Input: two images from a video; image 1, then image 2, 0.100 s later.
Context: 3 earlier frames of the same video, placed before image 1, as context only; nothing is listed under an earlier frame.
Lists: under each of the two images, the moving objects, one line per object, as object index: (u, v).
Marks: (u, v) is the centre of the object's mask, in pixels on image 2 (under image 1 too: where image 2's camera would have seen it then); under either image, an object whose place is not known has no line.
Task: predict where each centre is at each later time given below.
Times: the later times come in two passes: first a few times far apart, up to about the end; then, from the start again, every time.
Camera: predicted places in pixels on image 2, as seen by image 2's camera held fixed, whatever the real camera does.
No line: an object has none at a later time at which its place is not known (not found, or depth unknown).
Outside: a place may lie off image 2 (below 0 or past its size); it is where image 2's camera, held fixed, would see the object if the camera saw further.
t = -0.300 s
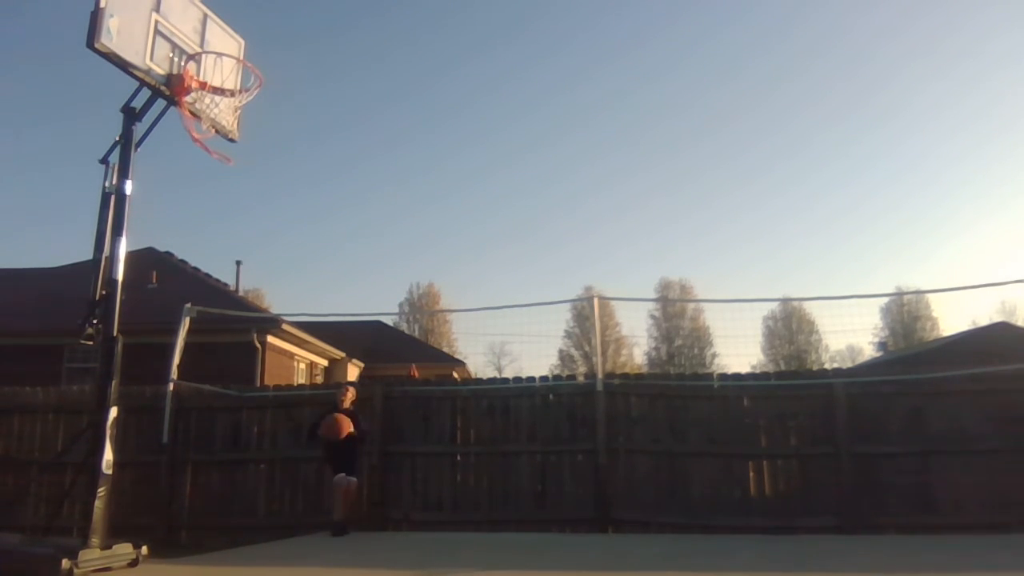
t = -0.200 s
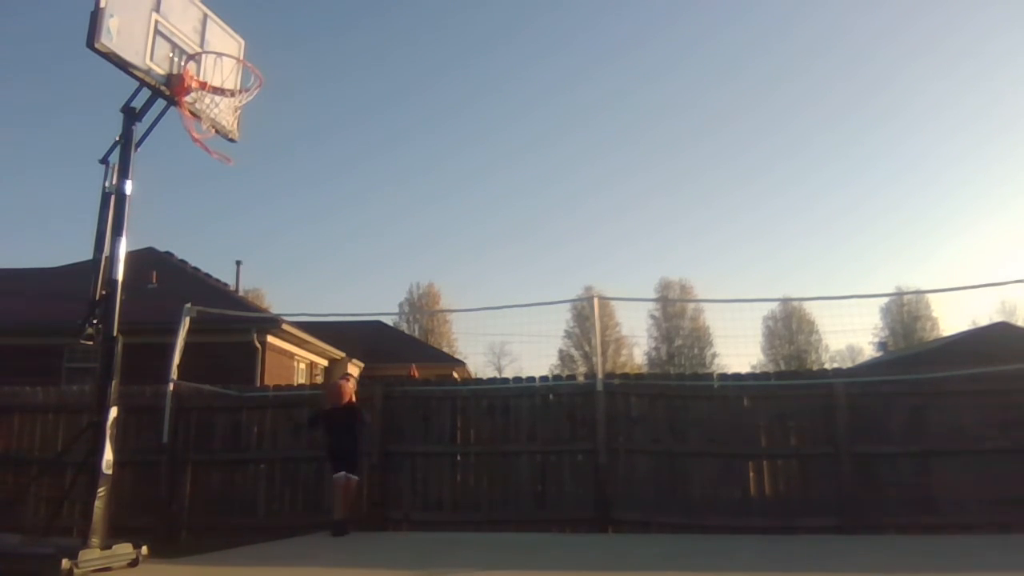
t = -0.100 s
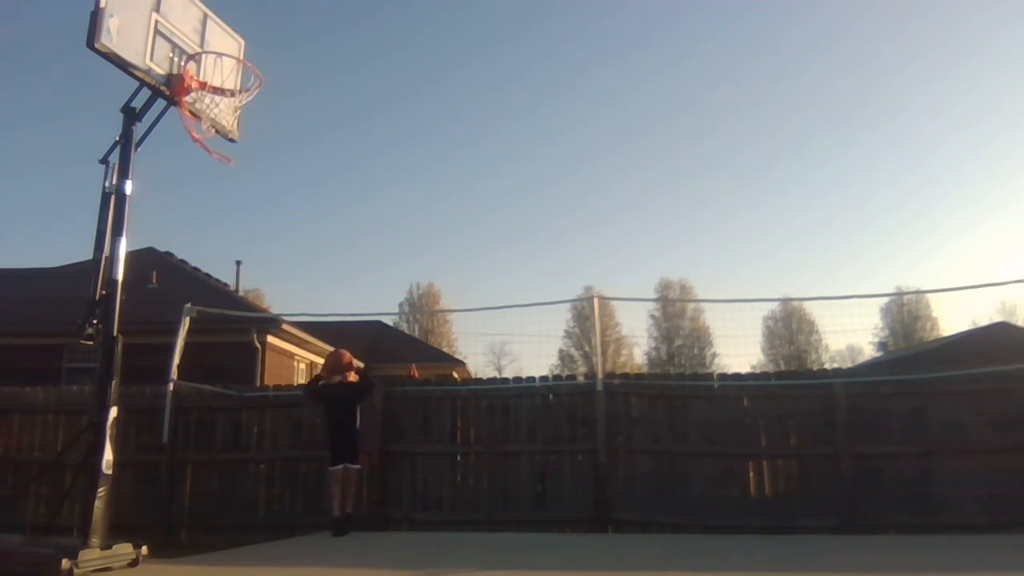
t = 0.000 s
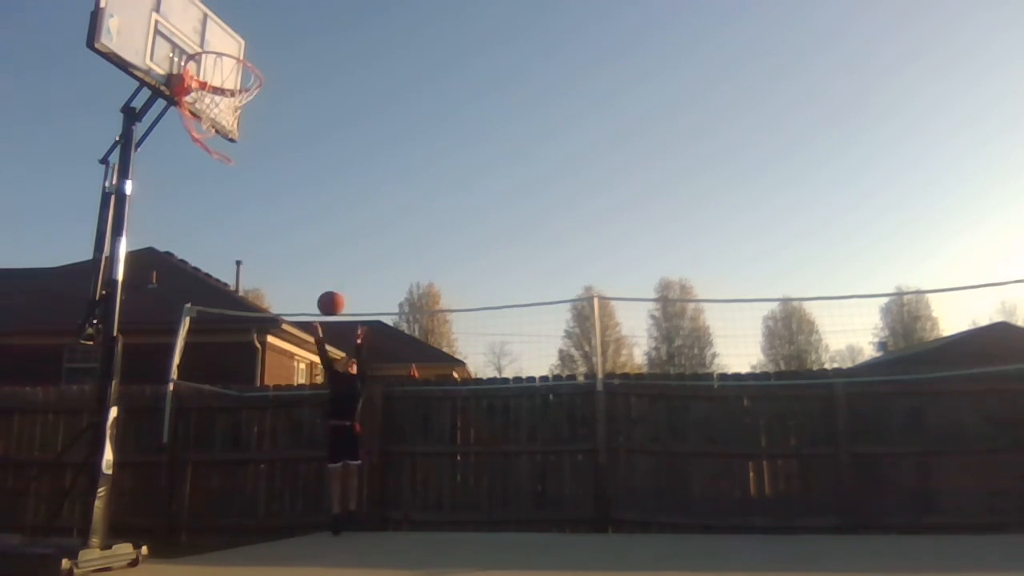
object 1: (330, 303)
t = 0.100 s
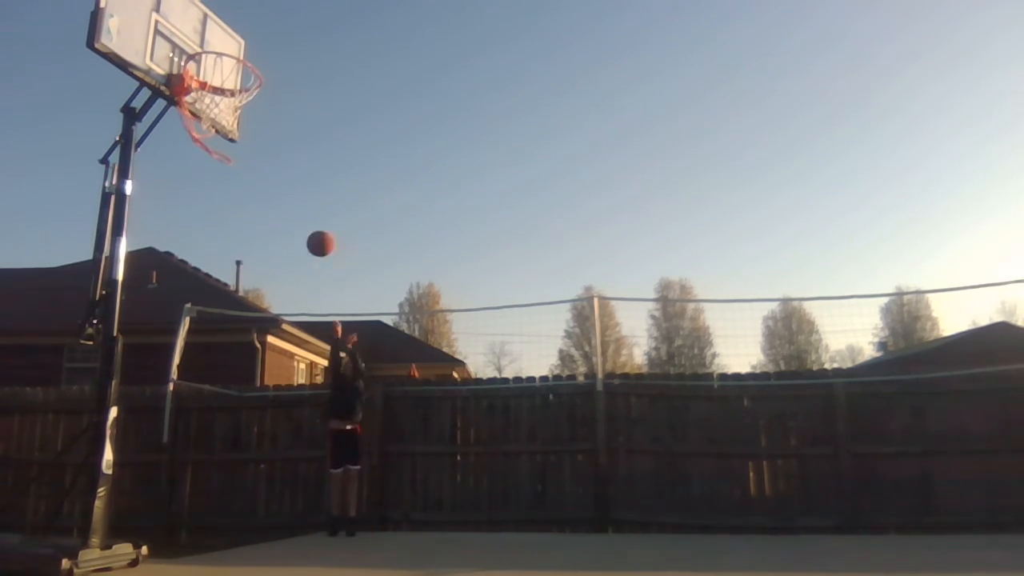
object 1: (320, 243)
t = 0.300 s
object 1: (297, 147)
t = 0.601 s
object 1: (252, 66)
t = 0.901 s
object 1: (219, 78)
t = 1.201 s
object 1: (244, 105)
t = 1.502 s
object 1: (210, 147)
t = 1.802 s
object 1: (266, 167)
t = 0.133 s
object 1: (317, 226)
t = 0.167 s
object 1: (313, 208)
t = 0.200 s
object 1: (309, 192)
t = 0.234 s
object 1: (305, 175)
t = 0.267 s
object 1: (301, 161)
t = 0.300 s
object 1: (297, 147)
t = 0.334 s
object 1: (292, 134)
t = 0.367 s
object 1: (288, 122)
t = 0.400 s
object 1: (284, 111)
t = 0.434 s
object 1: (279, 100)
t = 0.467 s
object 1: (274, 92)
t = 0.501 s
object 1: (272, 84)
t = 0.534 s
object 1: (268, 76)
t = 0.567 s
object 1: (263, 68)
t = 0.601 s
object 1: (252, 66)
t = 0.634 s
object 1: (246, 63)
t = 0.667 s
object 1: (240, 61)
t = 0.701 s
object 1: (232, 60)
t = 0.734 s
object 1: (225, 61)
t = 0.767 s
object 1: (218, 63)
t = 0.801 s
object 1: (210, 68)
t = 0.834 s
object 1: (208, 70)
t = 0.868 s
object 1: (215, 73)
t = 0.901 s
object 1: (219, 78)
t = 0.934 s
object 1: (225, 82)
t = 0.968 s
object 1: (229, 84)
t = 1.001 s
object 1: (235, 83)
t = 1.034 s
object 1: (240, 86)
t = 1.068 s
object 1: (243, 88)
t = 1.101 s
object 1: (245, 91)
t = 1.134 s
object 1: (244, 95)
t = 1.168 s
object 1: (243, 100)
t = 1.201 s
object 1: (244, 105)
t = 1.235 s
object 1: (241, 110)
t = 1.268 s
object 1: (236, 115)
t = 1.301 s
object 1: (231, 122)
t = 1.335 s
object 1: (223, 132)
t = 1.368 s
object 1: (219, 138)
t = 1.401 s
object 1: (213, 142)
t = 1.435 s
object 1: (209, 145)
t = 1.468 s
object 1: (208, 147)
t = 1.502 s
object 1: (210, 147)
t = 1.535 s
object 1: (213, 147)
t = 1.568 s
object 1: (219, 146)
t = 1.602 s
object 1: (226, 145)
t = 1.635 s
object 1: (233, 144)
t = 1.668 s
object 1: (239, 145)
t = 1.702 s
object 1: (246, 148)
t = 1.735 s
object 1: (253, 152)
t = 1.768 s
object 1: (259, 159)
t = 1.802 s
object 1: (266, 167)
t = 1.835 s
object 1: (272, 177)
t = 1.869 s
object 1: (279, 189)
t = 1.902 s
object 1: (286, 203)
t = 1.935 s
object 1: (292, 219)
